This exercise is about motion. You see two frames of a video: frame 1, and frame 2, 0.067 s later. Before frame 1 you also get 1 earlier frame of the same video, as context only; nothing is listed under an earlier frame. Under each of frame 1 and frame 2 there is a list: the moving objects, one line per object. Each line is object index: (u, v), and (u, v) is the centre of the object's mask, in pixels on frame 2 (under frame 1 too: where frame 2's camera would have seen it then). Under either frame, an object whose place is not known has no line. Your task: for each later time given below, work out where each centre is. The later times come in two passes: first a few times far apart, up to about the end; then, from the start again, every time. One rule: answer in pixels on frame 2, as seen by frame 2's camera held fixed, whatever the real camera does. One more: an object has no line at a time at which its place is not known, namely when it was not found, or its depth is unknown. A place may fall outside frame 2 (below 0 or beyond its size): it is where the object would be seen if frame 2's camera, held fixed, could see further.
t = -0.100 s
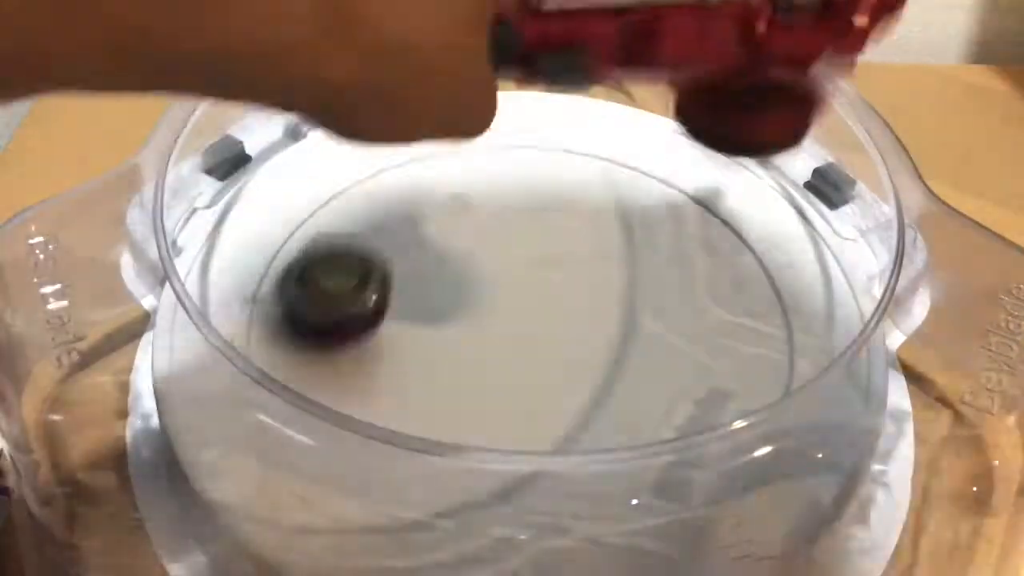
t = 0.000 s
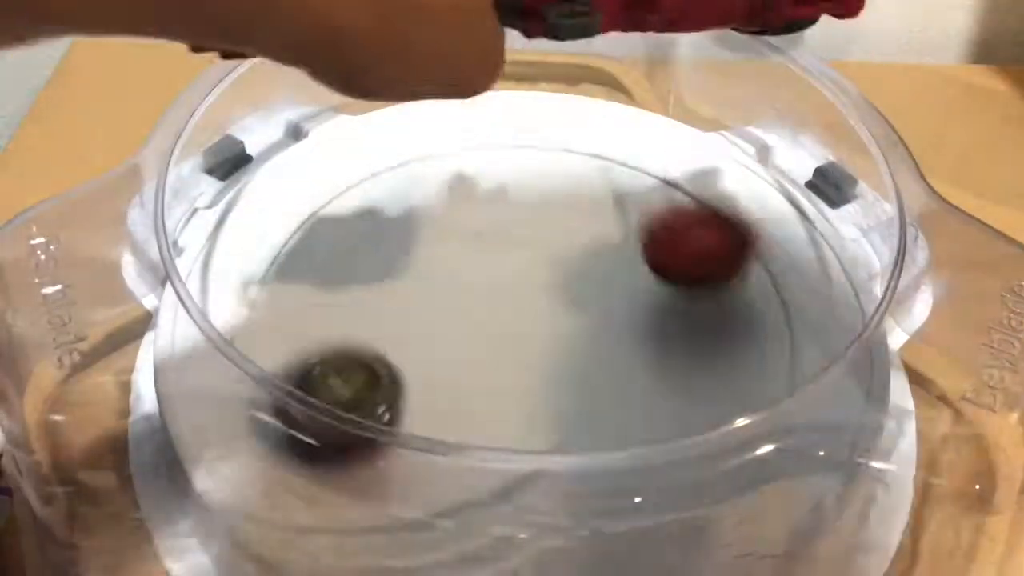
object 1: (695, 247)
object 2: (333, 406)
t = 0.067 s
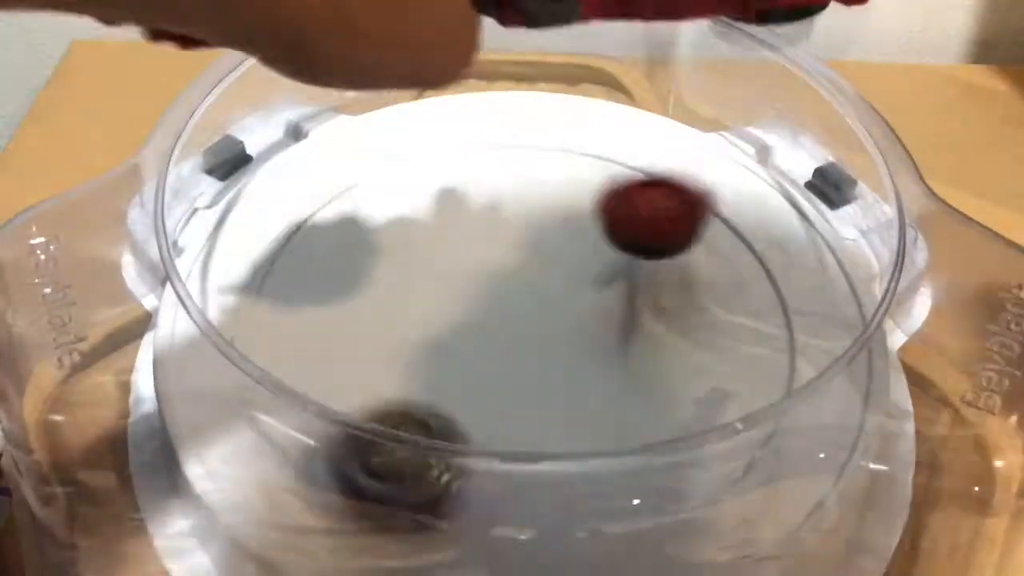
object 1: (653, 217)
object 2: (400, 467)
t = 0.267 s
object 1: (503, 214)
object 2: (717, 456)
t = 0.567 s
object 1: (428, 292)
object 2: (615, 196)
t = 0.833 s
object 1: (494, 306)
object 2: (305, 222)
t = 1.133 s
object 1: (497, 239)
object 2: (437, 479)
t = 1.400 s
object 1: (563, 290)
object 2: (687, 307)
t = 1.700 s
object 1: (412, 334)
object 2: (464, 156)
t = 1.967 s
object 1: (481, 356)
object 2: (313, 209)
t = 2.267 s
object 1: (482, 462)
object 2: (466, 322)
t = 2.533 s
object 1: (445, 347)
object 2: (593, 190)
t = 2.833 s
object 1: (640, 267)
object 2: (446, 201)
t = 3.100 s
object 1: (735, 332)
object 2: (601, 355)
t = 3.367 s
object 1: (821, 312)
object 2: (381, 369)
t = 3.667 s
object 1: (624, 278)
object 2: (472, 446)
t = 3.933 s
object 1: (465, 229)
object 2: (588, 314)
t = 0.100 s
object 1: (627, 223)
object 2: (447, 489)
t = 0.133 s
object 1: (600, 214)
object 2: (503, 506)
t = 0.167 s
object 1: (573, 215)
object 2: (558, 511)
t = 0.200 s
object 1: (549, 212)
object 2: (622, 505)
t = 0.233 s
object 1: (525, 214)
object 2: (673, 486)
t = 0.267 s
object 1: (503, 214)
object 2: (717, 456)
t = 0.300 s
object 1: (481, 229)
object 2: (744, 425)
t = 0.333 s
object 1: (465, 234)
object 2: (753, 373)
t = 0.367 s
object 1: (451, 240)
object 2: (763, 354)
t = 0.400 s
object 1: (439, 249)
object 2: (755, 322)
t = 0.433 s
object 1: (430, 258)
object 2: (741, 290)
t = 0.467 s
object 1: (425, 266)
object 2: (719, 261)
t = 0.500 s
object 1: (423, 275)
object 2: (691, 236)
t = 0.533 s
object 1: (424, 284)
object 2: (655, 215)
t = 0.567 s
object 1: (428, 292)
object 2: (615, 196)
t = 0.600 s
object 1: (435, 301)
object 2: (575, 182)
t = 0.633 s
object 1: (443, 307)
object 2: (534, 174)
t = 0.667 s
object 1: (453, 312)
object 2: (493, 170)
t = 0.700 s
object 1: (463, 314)
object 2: (452, 171)
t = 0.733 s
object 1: (472, 314)
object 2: (410, 177)
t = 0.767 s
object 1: (481, 313)
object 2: (372, 188)
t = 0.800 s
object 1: (488, 310)
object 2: (337, 203)
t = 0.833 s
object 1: (494, 306)
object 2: (305, 222)
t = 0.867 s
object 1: (498, 300)
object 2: (277, 245)
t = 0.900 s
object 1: (499, 295)
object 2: (263, 276)
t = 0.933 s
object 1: (499, 289)
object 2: (264, 310)
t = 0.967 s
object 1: (496, 282)
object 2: (265, 351)
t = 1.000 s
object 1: (491, 275)
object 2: (278, 386)
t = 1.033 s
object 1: (488, 265)
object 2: (303, 419)
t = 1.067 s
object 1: (488, 256)
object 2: (342, 449)
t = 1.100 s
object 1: (491, 246)
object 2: (387, 469)
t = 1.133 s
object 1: (497, 239)
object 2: (437, 479)
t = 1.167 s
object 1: (506, 235)
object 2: (492, 480)
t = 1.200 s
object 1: (517, 233)
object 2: (545, 472)
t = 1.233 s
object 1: (529, 234)
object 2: (592, 451)
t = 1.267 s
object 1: (541, 239)
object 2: (631, 425)
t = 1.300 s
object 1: (552, 248)
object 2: (659, 395)
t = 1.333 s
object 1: (559, 260)
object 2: (678, 369)
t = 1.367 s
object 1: (563, 273)
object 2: (687, 338)
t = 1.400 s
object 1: (563, 290)
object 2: (687, 307)
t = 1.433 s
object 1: (557, 305)
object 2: (680, 277)
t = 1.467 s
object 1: (548, 318)
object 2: (667, 251)
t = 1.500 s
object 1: (537, 329)
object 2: (647, 226)
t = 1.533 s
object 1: (521, 339)
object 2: (622, 204)
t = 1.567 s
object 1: (501, 345)
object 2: (595, 187)
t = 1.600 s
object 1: (479, 350)
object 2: (565, 173)
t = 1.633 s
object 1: (456, 348)
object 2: (531, 163)
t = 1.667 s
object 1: (432, 344)
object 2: (497, 157)
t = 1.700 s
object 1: (412, 334)
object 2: (464, 156)
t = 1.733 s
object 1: (396, 321)
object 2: (435, 159)
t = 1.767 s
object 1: (388, 306)
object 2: (407, 168)
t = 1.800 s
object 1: (387, 289)
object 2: (381, 181)
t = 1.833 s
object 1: (396, 285)
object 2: (353, 190)
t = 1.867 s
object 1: (422, 303)
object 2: (329, 180)
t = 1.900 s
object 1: (444, 320)
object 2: (321, 184)
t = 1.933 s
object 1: (464, 338)
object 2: (316, 195)
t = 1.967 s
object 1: (481, 356)
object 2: (313, 209)
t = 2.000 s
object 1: (495, 372)
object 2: (313, 223)
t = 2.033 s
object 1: (506, 388)
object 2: (315, 239)
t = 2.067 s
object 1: (513, 398)
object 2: (318, 254)
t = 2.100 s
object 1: (517, 407)
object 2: (324, 272)
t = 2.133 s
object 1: (516, 424)
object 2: (340, 291)
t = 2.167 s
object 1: (512, 436)
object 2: (365, 307)
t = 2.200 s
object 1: (506, 446)
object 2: (395, 318)
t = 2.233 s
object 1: (496, 458)
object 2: (430, 324)
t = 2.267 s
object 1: (482, 462)
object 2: (466, 322)
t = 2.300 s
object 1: (463, 468)
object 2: (499, 315)
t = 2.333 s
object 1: (441, 461)
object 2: (528, 303)
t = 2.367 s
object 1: (421, 452)
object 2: (552, 288)
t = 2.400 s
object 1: (411, 430)
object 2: (571, 270)
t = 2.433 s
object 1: (407, 408)
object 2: (584, 251)
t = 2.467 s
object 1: (415, 384)
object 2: (592, 230)
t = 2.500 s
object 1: (427, 365)
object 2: (595, 210)
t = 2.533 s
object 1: (445, 347)
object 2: (593, 190)
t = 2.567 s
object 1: (466, 329)
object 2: (586, 171)
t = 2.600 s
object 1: (489, 314)
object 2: (574, 154)
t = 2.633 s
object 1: (512, 301)
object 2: (560, 138)
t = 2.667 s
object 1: (533, 291)
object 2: (540, 138)
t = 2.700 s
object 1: (555, 282)
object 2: (518, 146)
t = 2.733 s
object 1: (577, 276)
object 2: (496, 155)
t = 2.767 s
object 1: (599, 270)
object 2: (475, 165)
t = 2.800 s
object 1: (620, 268)
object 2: (457, 180)
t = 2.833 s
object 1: (640, 267)
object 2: (446, 201)
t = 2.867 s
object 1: (658, 269)
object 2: (442, 227)
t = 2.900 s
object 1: (675, 273)
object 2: (446, 254)
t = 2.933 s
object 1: (690, 278)
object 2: (458, 279)
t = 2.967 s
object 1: (704, 285)
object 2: (478, 303)
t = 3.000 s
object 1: (716, 294)
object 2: (502, 324)
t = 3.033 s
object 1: (726, 304)
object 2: (533, 340)
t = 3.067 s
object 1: (734, 316)
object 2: (567, 350)
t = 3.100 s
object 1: (735, 332)
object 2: (601, 355)
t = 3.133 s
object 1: (776, 336)
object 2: (585, 360)
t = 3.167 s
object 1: (810, 320)
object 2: (538, 364)
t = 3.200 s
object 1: (837, 325)
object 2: (499, 367)
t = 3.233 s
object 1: (851, 327)
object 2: (464, 368)
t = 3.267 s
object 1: (853, 325)
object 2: (434, 368)
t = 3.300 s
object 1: (852, 320)
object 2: (410, 368)
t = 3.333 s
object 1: (839, 318)
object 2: (392, 368)
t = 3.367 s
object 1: (821, 312)
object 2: (381, 369)
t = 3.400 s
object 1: (813, 309)
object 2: (376, 371)
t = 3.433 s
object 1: (792, 310)
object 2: (377, 374)
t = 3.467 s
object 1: (775, 305)
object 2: (382, 380)
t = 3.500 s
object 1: (753, 304)
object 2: (390, 385)
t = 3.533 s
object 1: (729, 300)
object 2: (401, 391)
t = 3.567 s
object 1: (703, 295)
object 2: (410, 412)
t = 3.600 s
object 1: (676, 290)
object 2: (425, 424)
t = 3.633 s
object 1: (650, 284)
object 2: (445, 436)
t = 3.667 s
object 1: (624, 278)
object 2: (472, 446)
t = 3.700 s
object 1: (599, 271)
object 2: (504, 450)
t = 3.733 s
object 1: (574, 264)
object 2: (536, 446)
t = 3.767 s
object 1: (552, 257)
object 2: (566, 428)
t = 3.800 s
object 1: (531, 250)
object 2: (586, 406)
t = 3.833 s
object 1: (511, 243)
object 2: (600, 387)
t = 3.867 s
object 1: (494, 237)
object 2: (603, 361)
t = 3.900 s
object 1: (478, 233)
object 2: (599, 337)
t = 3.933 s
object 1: (465, 229)
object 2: (588, 314)
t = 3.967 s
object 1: (454, 227)
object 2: (573, 293)
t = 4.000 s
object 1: (445, 224)
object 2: (553, 275)
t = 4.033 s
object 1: (437, 224)
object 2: (534, 260)
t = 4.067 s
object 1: (374, 208)
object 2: (574, 252)
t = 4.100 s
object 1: (299, 188)
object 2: (622, 246)
